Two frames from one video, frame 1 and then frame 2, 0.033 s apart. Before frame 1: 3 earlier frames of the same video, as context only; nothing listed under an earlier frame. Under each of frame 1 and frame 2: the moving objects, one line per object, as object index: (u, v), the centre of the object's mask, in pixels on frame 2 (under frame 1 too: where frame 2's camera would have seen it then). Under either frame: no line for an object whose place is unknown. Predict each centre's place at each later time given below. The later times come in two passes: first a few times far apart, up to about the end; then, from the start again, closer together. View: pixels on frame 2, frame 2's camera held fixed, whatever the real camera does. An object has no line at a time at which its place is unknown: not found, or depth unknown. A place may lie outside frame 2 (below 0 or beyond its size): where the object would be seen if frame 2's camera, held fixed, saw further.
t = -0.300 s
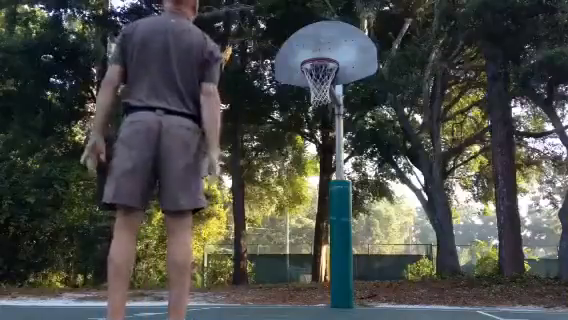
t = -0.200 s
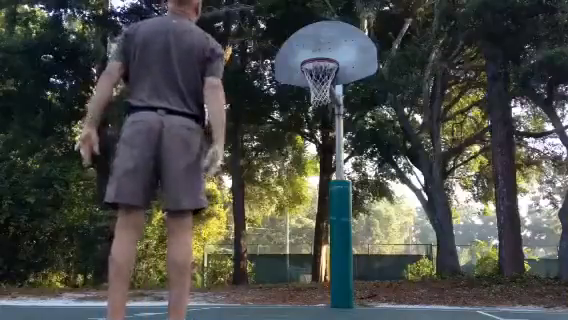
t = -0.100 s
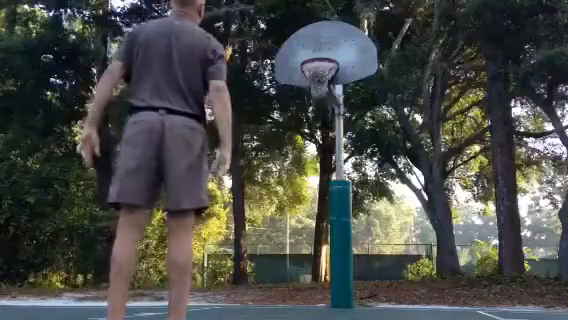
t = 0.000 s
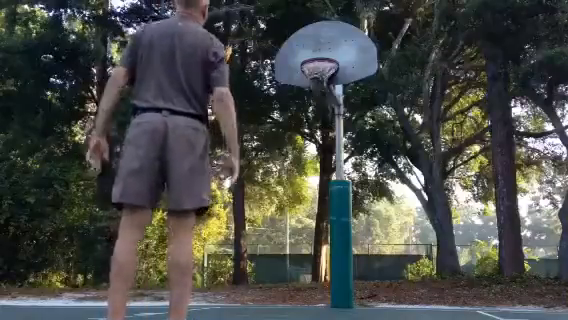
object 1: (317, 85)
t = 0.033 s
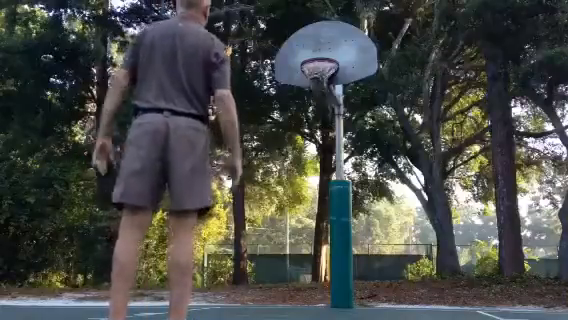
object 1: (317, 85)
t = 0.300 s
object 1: (318, 111)
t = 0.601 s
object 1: (318, 216)
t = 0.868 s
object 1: (320, 264)
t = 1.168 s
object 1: (323, 211)
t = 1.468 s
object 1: (324, 224)
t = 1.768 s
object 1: (327, 298)
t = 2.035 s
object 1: (327, 256)
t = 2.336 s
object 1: (327, 268)
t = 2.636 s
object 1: (326, 285)
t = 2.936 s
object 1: (321, 299)
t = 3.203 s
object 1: (320, 291)
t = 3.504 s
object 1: (317, 294)
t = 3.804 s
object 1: (313, 299)
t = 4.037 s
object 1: (309, 297)
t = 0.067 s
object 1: (318, 85)
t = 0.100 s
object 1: (317, 87)
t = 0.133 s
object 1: (317, 90)
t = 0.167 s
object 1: (317, 93)
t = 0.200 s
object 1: (318, 96)
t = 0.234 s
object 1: (317, 99)
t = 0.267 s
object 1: (318, 103)
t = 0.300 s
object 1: (318, 111)
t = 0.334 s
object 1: (318, 120)
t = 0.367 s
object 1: (319, 130)
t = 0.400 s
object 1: (320, 139)
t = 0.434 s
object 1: (318, 151)
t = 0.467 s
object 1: (319, 163)
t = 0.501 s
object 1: (320, 176)
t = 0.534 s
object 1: (319, 190)
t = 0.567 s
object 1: (319, 202)
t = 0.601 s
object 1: (318, 216)
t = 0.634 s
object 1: (319, 233)
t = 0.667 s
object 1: (321, 252)
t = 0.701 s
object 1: (320, 273)
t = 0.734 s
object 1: (319, 292)
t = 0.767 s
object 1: (321, 298)
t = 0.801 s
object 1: (317, 283)
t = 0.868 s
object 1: (320, 264)
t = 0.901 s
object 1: (321, 255)
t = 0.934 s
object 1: (321, 247)
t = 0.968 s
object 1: (322, 239)
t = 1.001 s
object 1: (322, 231)
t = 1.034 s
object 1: (322, 226)
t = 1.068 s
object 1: (322, 219)
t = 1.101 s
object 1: (322, 216)
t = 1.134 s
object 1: (322, 213)
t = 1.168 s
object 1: (323, 211)
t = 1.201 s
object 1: (323, 209)
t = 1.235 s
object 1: (323, 210)
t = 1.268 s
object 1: (323, 209)
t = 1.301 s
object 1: (323, 210)
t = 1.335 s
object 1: (323, 210)
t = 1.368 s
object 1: (324, 212)
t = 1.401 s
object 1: (325, 215)
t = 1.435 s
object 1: (325, 218)
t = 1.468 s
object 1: (324, 224)
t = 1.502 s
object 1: (324, 230)
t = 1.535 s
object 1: (324, 236)
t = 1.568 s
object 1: (325, 243)
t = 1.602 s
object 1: (325, 251)
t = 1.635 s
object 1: (327, 262)
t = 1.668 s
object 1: (326, 272)
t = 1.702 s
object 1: (326, 281)
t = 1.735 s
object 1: (326, 294)
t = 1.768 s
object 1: (327, 298)
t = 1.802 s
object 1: (327, 291)
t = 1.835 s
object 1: (326, 282)
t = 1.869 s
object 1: (327, 278)
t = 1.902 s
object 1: (327, 271)
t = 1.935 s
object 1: (327, 266)
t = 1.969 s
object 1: (327, 262)
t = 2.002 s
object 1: (327, 259)
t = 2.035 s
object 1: (327, 256)
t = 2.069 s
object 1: (327, 254)
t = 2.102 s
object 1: (327, 254)
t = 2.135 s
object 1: (327, 254)
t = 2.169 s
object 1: (327, 254)
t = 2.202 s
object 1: (328, 255)
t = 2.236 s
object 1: (327, 257)
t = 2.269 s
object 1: (327, 260)
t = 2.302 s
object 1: (327, 263)
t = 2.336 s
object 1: (327, 268)
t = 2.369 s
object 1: (327, 275)
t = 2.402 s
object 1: (326, 281)
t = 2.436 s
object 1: (327, 287)
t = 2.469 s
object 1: (328, 295)
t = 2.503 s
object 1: (328, 296)
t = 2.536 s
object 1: (327, 293)
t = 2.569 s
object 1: (327, 289)
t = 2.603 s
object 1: (327, 286)
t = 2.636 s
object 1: (326, 285)
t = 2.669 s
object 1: (326, 284)
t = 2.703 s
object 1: (326, 284)
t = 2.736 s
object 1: (326, 284)
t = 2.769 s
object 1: (325, 284)
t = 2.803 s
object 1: (324, 285)
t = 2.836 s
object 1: (323, 288)
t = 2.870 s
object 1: (320, 291)
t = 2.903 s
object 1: (320, 293)
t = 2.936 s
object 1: (321, 299)
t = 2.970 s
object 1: (320, 294)
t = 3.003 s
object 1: (320, 292)
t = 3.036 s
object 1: (320, 291)
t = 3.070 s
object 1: (320, 291)
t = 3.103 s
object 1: (320, 290)
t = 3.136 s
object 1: (320, 290)
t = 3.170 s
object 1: (320, 290)
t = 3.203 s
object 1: (320, 291)
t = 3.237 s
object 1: (319, 292)
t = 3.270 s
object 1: (319, 294)
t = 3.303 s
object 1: (318, 297)
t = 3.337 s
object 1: (318, 296)
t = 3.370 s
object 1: (318, 294)
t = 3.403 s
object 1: (318, 294)
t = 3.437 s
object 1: (318, 293)
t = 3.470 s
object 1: (317, 293)
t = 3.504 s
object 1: (317, 294)
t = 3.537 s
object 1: (317, 295)
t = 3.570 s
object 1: (317, 298)
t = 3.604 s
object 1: (317, 296)
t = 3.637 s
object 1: (316, 295)
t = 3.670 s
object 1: (315, 295)
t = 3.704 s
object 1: (315, 295)
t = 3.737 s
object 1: (315, 295)
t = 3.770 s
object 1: (314, 297)
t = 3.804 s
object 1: (313, 299)
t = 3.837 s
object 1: (312, 297)
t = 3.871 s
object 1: (312, 297)
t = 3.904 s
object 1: (311, 297)
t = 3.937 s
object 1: (311, 297)
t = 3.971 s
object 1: (310, 298)
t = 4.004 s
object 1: (310, 298)
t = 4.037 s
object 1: (309, 297)
